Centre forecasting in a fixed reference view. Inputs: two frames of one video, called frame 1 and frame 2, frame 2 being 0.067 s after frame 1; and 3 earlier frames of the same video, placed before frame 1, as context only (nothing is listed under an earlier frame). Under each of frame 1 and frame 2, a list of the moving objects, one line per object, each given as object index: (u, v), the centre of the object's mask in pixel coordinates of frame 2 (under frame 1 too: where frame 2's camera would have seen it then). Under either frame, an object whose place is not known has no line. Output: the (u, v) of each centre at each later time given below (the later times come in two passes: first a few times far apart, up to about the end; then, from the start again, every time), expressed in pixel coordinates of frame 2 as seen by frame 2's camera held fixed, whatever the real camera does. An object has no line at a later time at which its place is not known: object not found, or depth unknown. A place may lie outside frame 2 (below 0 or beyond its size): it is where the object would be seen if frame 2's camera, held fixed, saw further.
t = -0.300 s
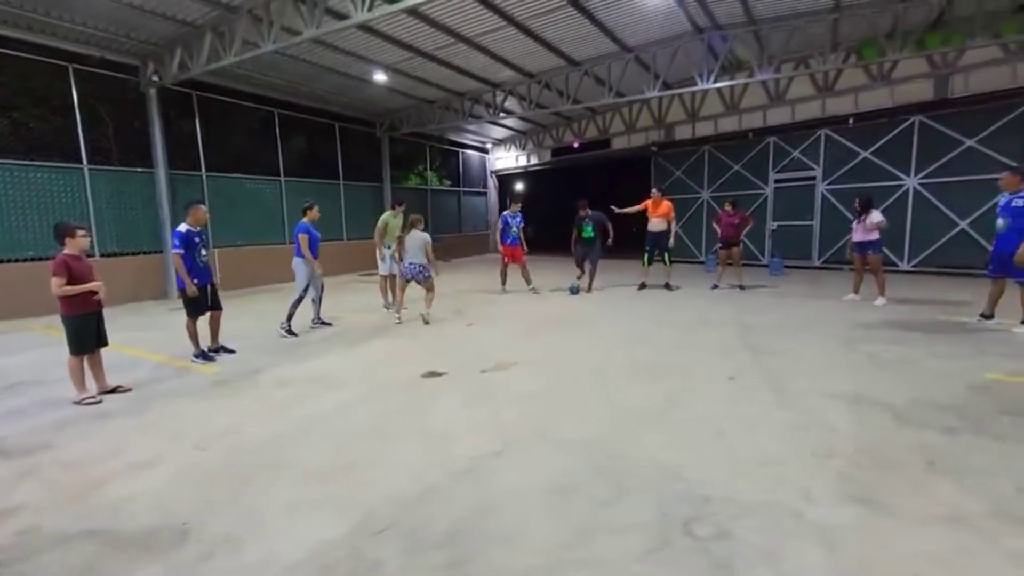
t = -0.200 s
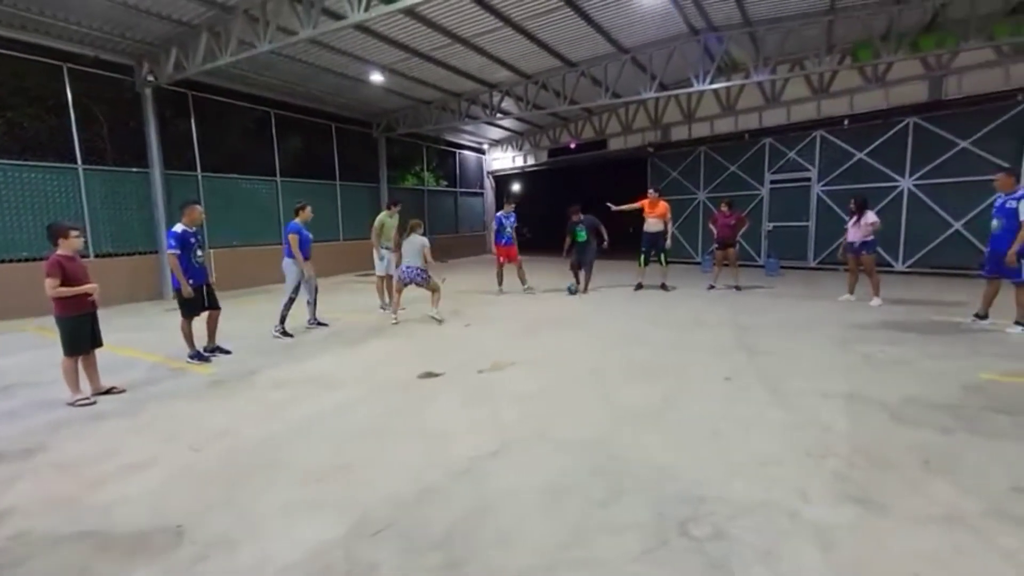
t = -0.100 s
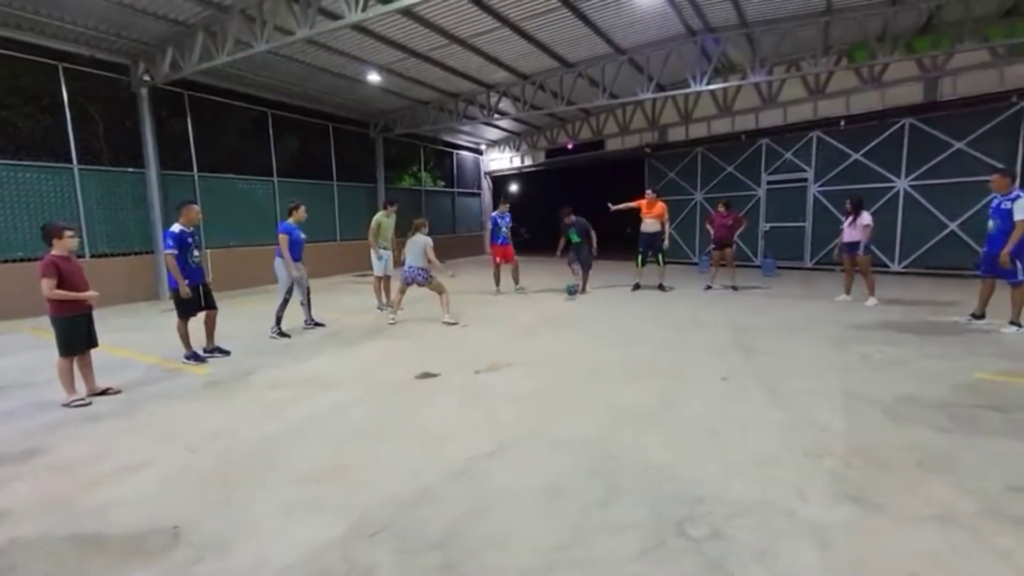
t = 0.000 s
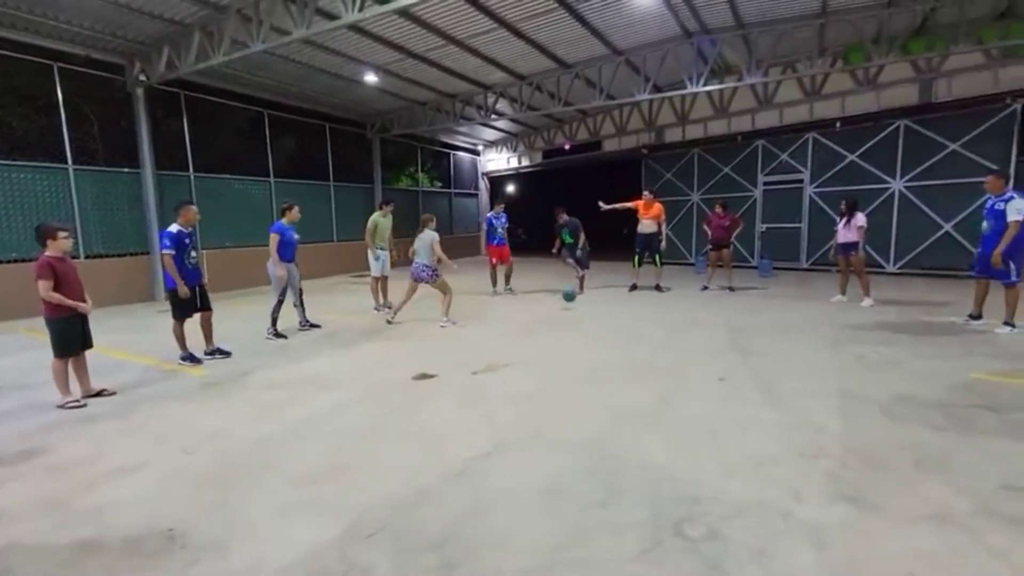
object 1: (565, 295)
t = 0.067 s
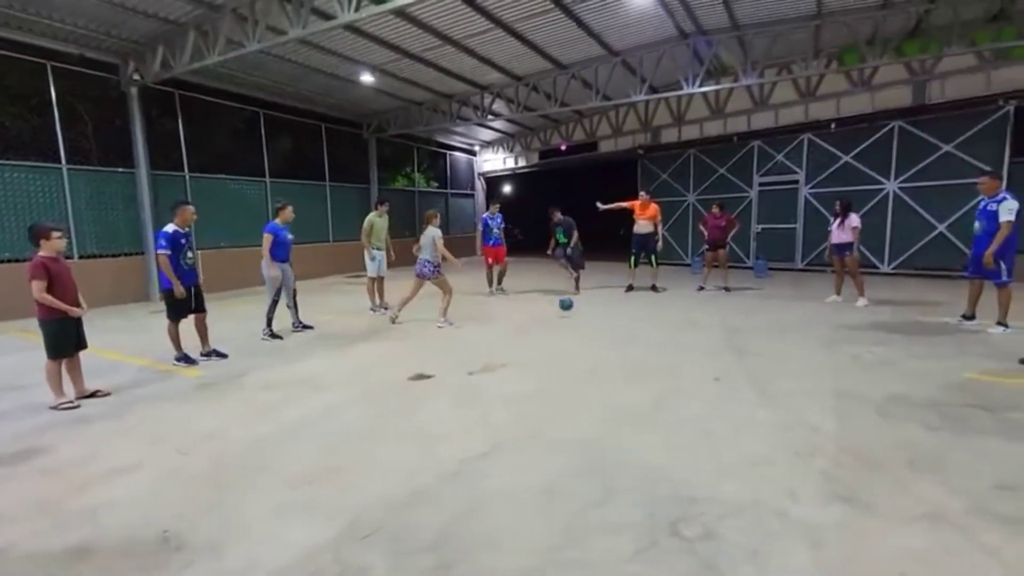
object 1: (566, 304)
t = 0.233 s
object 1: (568, 323)
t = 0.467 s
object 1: (574, 357)
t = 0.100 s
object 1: (566, 309)
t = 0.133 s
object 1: (567, 317)
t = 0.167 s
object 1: (567, 318)
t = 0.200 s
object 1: (568, 320)
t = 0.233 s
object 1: (568, 323)
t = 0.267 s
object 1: (569, 327)
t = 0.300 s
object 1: (570, 333)
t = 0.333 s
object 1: (571, 340)
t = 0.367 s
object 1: (572, 349)
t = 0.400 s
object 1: (572, 352)
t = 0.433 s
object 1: (573, 354)
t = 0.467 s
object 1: (574, 357)
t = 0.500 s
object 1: (576, 363)
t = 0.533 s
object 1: (578, 371)
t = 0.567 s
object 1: (580, 380)
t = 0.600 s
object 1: (582, 392)
